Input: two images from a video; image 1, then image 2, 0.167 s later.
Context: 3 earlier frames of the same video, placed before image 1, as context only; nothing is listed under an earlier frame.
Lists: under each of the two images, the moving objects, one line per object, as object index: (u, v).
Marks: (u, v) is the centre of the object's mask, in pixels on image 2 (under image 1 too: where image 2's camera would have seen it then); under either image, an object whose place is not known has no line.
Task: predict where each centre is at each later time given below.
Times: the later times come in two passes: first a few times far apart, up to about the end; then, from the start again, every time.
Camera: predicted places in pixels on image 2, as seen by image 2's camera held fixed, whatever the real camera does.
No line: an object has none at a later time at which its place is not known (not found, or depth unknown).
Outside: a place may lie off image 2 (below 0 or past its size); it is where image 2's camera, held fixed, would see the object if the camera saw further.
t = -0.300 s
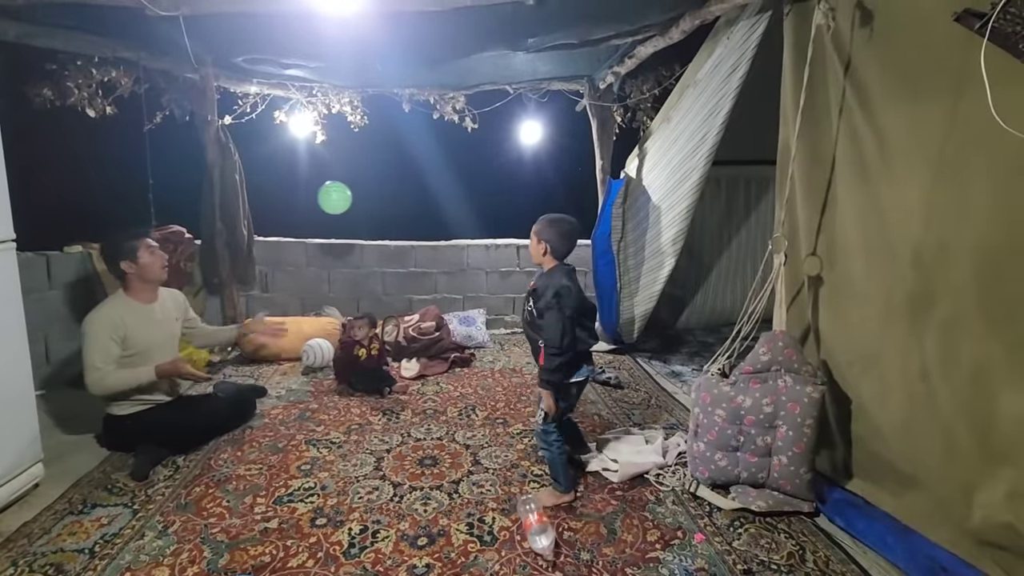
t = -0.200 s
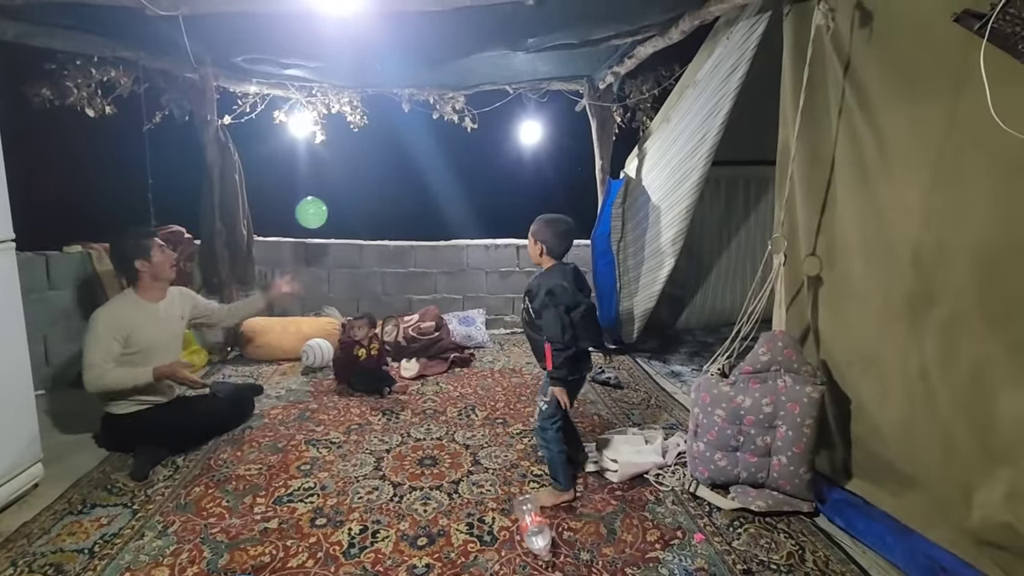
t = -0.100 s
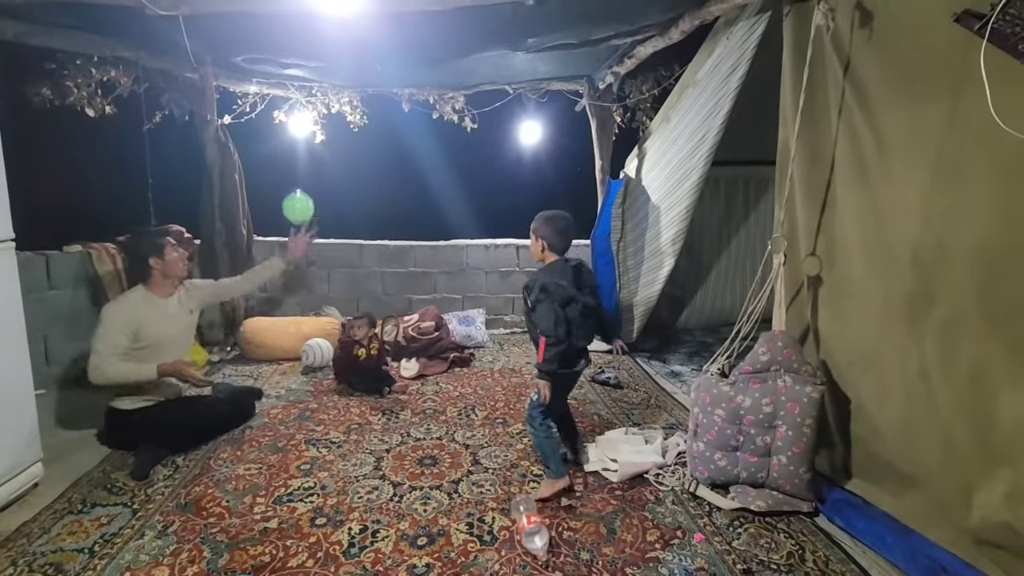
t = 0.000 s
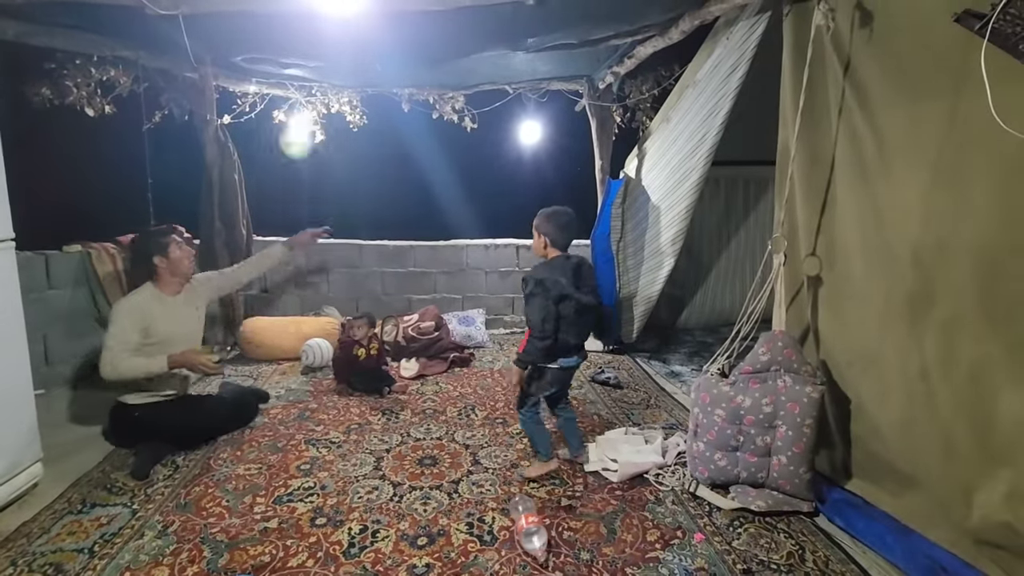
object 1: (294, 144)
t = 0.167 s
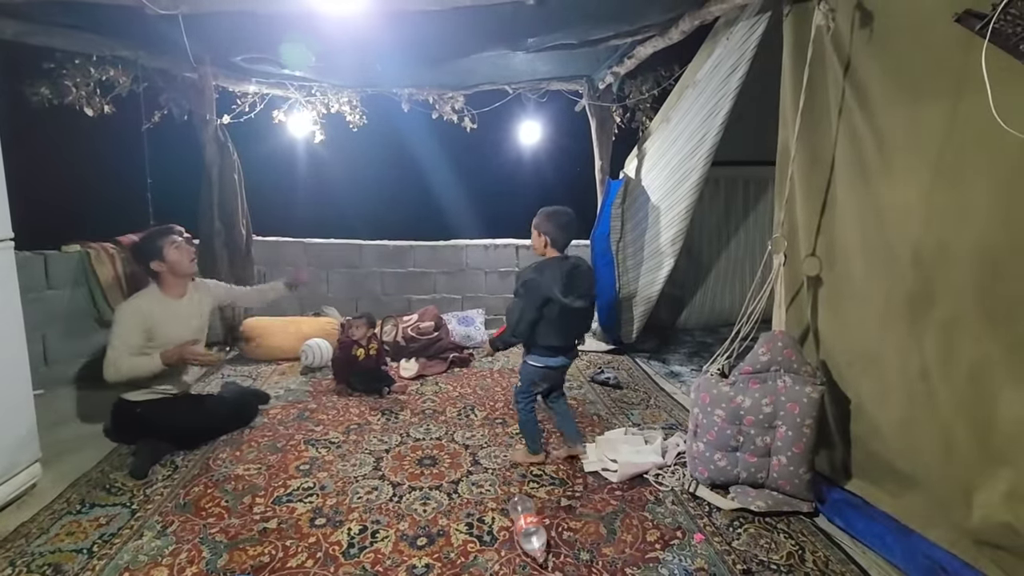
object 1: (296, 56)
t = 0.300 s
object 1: (308, 57)
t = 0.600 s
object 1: (348, 244)
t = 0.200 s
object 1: (297, 49)
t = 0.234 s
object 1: (301, 48)
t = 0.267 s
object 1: (304, 51)
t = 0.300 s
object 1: (308, 57)
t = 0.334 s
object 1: (312, 66)
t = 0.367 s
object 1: (316, 78)
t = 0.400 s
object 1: (320, 91)
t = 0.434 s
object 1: (325, 108)
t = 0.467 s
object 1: (329, 131)
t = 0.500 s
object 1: (334, 155)
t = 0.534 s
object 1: (339, 182)
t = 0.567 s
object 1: (344, 212)
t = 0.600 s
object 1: (348, 244)
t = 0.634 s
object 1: (353, 281)
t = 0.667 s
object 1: (358, 318)
